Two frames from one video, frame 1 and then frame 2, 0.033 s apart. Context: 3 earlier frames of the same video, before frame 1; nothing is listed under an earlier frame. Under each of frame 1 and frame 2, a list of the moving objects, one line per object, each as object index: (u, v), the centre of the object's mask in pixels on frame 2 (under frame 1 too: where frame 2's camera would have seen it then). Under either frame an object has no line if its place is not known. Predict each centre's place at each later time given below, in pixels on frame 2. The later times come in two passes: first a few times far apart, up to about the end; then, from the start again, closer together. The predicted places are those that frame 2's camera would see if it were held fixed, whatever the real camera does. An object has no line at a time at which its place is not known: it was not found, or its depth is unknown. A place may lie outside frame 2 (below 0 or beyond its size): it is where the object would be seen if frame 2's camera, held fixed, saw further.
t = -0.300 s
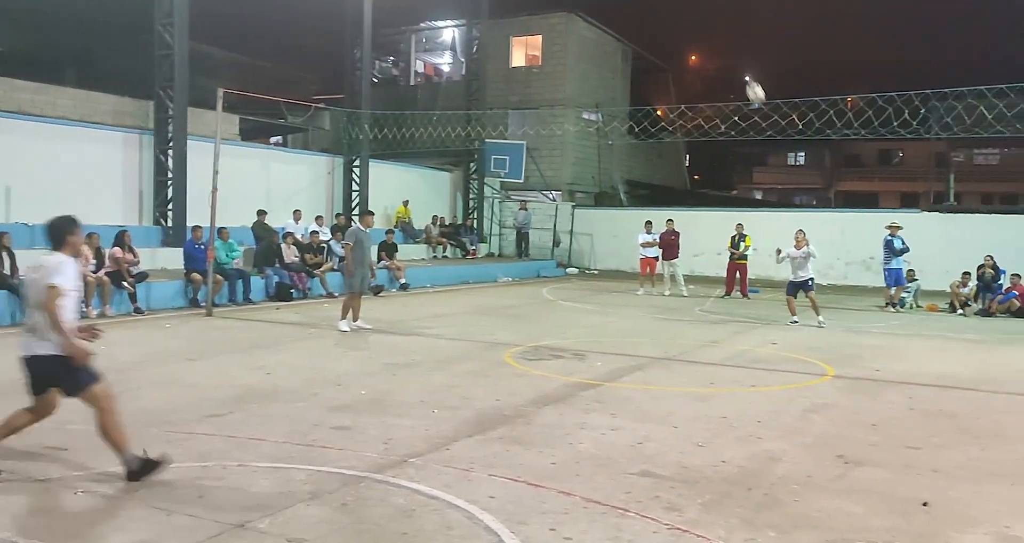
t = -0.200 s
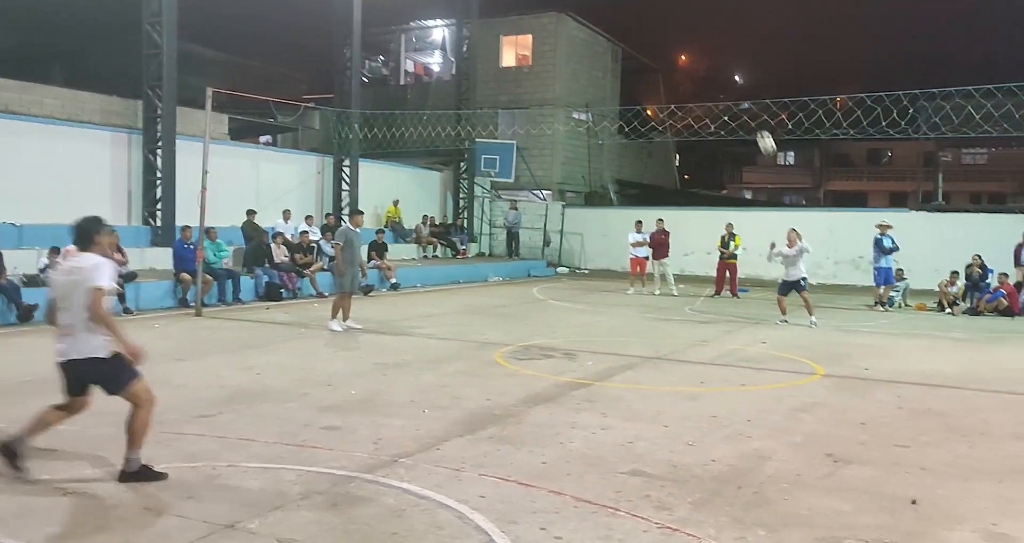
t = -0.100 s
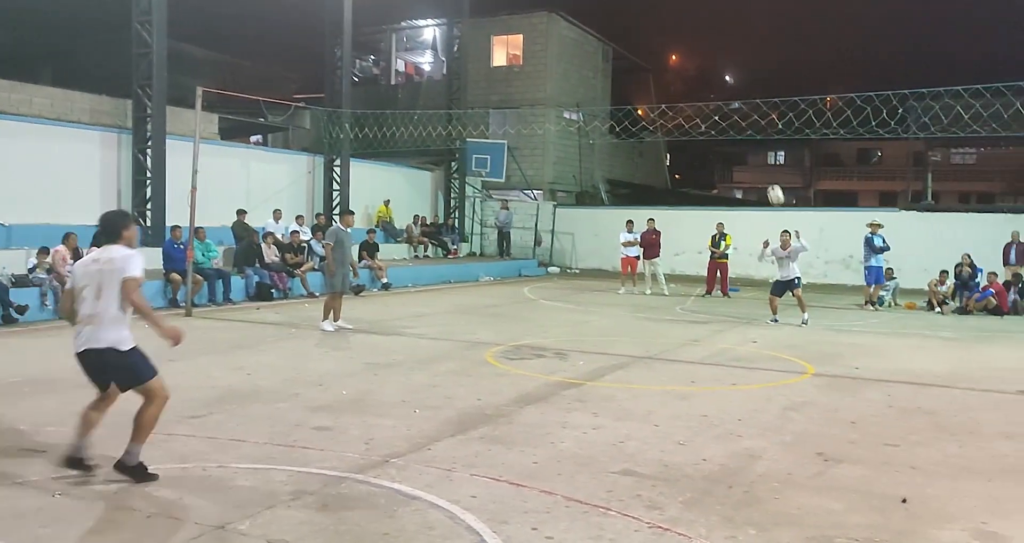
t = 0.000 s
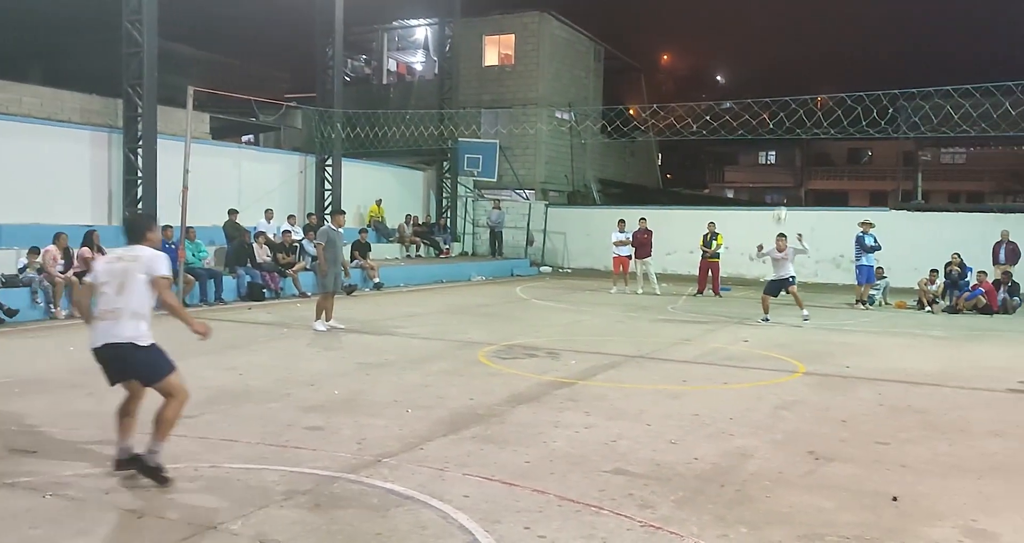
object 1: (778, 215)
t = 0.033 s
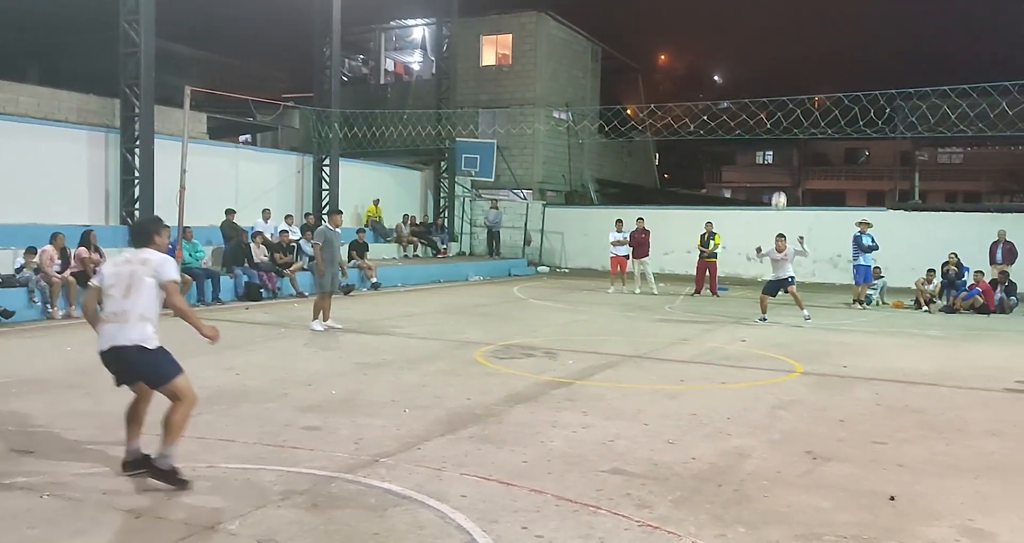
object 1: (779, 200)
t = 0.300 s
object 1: (788, 101)
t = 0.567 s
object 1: (797, 36)
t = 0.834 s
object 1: (808, 17)
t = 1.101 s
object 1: (817, 63)
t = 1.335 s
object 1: (824, 173)
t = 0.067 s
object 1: (780, 188)
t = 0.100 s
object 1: (781, 174)
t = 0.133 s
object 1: (782, 161)
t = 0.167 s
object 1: (783, 148)
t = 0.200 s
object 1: (785, 135)
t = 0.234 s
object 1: (786, 124)
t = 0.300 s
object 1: (788, 101)
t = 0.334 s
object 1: (790, 91)
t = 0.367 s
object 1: (791, 81)
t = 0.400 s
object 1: (792, 72)
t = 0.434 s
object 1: (793, 63)
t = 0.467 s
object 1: (794, 55)
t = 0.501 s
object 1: (795, 48)
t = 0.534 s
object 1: (796, 42)
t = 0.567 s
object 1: (797, 36)
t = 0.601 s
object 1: (799, 30)
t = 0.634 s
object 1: (800, 26)
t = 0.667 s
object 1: (801, 22)
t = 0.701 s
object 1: (802, 19)
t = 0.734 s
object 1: (804, 18)
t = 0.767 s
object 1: (805, 17)
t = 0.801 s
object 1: (806, 16)
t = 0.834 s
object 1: (808, 17)
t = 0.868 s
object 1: (809, 19)
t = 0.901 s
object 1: (810, 22)
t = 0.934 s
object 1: (811, 26)
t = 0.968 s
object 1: (813, 31)
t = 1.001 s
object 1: (813, 37)
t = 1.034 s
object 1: (815, 44)
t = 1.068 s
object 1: (816, 53)
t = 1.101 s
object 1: (817, 63)
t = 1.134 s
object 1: (818, 74)
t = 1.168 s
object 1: (819, 87)
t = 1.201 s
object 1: (820, 101)
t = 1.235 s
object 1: (821, 116)
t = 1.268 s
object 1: (822, 134)
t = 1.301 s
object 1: (823, 153)
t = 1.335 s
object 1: (824, 173)
